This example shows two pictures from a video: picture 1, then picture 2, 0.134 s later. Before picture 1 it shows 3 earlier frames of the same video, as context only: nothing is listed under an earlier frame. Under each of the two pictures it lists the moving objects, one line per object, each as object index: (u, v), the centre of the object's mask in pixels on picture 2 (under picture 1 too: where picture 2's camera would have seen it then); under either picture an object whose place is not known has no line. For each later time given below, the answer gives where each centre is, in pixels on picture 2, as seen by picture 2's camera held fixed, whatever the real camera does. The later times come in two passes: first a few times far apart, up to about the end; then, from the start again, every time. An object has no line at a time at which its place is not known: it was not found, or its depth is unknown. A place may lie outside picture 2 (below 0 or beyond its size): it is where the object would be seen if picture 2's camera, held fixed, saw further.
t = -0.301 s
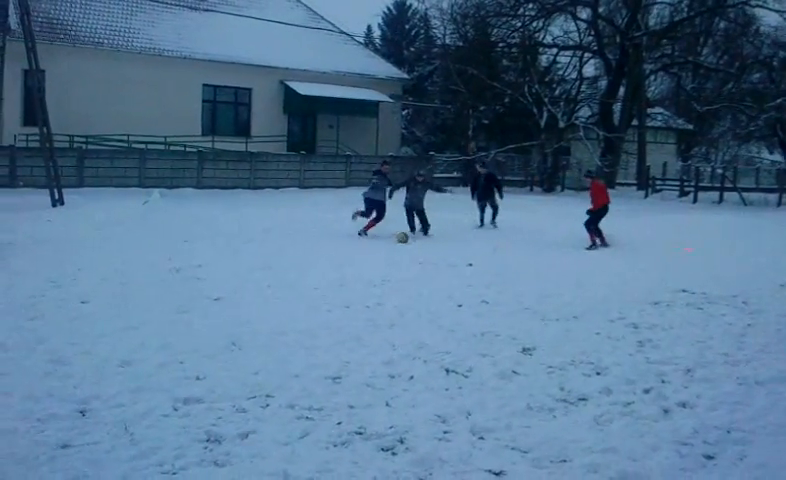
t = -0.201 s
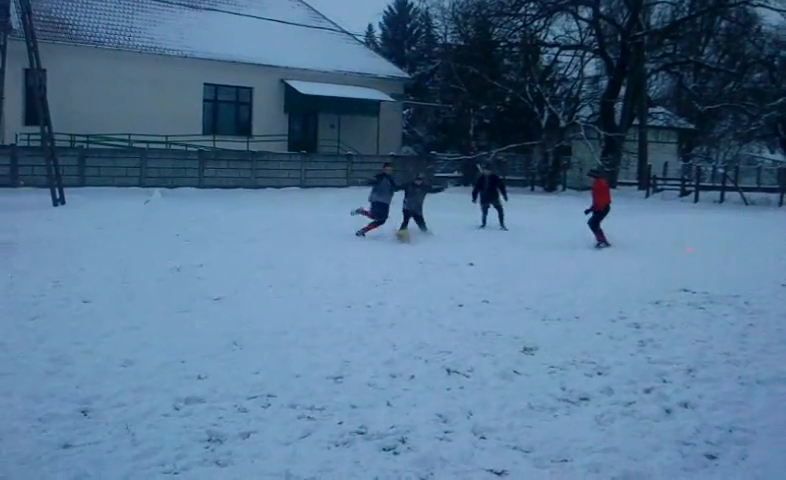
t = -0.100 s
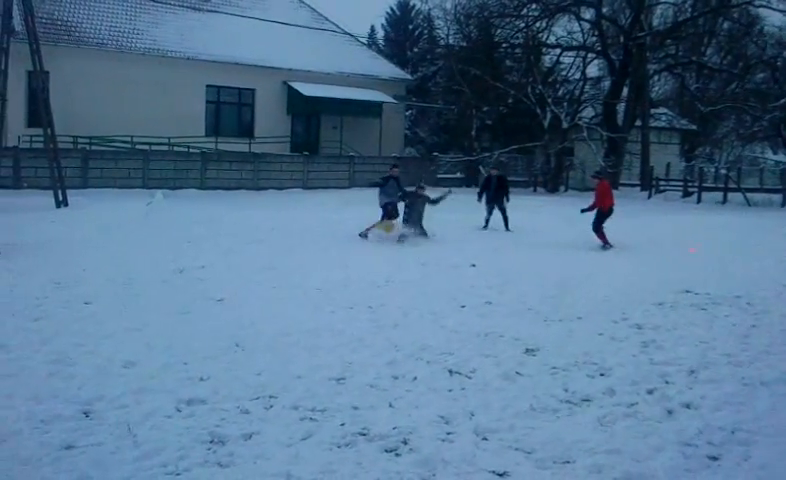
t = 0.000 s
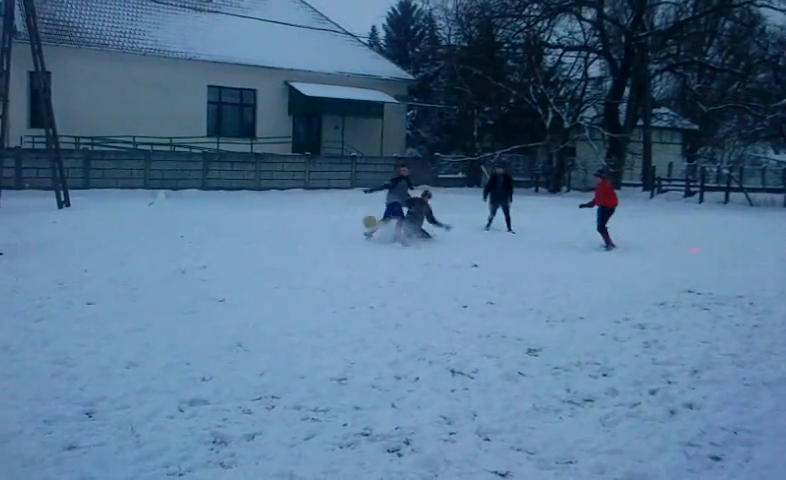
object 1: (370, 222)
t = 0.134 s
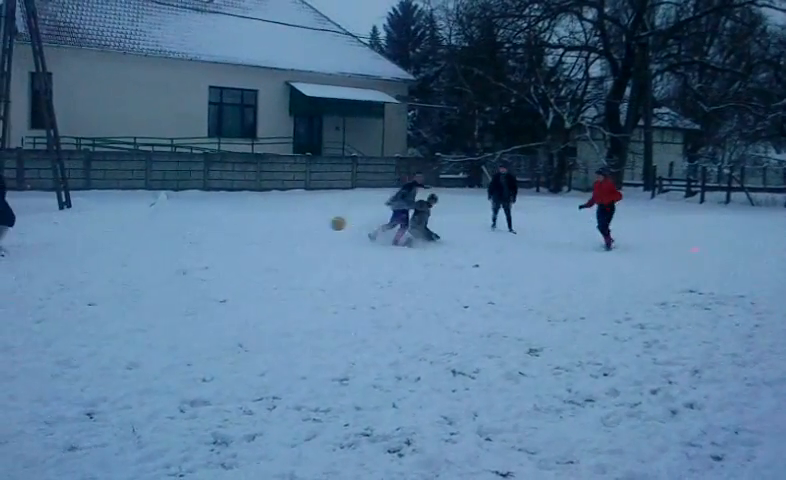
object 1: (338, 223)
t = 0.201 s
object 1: (319, 228)
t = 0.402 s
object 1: (247, 267)
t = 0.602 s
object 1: (162, 298)
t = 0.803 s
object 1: (75, 319)
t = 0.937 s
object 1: (18, 329)
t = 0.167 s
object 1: (328, 226)
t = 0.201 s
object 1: (319, 228)
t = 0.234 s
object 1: (308, 232)
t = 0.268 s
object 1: (298, 237)
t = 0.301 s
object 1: (286, 242)
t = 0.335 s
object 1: (274, 249)
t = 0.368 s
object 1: (261, 257)
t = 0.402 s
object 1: (247, 267)
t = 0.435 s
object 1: (232, 277)
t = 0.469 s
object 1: (216, 290)
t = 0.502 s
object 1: (201, 296)
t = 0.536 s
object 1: (189, 298)
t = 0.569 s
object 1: (175, 297)
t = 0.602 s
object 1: (162, 298)
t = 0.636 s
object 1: (147, 301)
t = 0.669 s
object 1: (134, 303)
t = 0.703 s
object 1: (117, 309)
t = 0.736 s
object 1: (103, 314)
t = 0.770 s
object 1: (88, 316)
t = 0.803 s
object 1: (75, 319)
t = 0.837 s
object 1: (60, 322)
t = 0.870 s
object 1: (45, 325)
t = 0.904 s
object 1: (32, 327)
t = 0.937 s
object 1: (18, 329)
